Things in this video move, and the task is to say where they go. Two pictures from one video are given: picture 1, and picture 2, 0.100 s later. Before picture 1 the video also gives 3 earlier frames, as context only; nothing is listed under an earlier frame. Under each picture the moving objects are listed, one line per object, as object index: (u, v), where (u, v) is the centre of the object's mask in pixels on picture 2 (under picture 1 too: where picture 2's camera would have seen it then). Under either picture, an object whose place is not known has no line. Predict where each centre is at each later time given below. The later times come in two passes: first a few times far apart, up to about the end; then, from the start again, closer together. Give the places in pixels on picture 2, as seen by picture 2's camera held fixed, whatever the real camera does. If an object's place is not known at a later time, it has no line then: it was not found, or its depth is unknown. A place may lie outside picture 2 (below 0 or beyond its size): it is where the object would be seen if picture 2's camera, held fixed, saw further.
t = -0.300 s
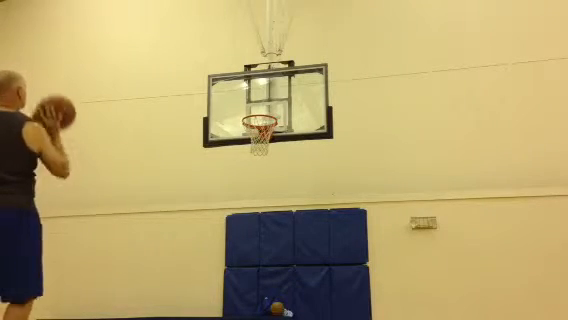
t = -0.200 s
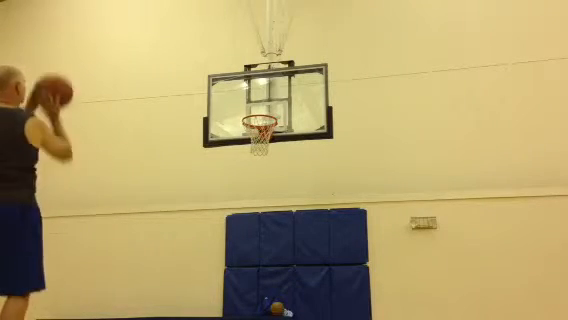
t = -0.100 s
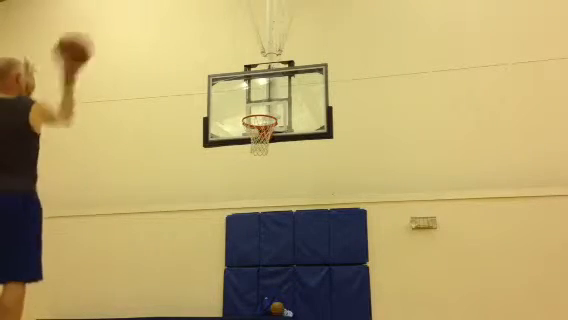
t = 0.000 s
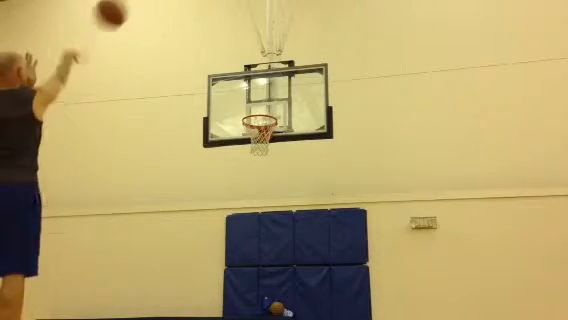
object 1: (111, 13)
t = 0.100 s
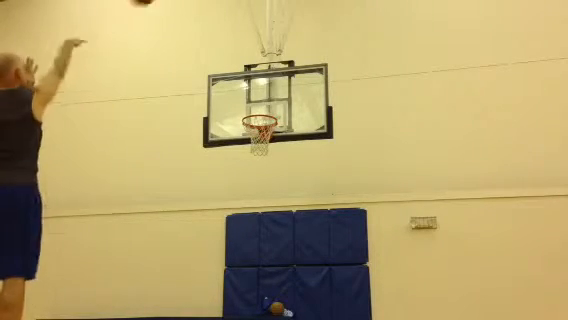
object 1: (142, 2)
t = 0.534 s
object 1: (223, 14)
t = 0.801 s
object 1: (253, 85)
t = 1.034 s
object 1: (250, 128)
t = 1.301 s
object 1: (255, 156)
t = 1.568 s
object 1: (262, 235)
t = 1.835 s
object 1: (265, 314)
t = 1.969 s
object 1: (271, 278)
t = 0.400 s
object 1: (204, 1)
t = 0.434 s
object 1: (209, 3)
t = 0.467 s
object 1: (214, 5)
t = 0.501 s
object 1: (218, 8)
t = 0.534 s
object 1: (223, 14)
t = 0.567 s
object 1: (227, 20)
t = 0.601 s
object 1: (231, 28)
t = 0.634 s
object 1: (235, 36)
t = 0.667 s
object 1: (239, 44)
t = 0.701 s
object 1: (242, 53)
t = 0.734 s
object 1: (246, 62)
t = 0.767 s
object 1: (249, 73)
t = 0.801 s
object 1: (253, 85)
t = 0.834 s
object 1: (257, 96)
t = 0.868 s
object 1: (260, 105)
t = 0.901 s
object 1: (263, 118)
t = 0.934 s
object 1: (262, 122)
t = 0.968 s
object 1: (253, 124)
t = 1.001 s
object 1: (251, 126)
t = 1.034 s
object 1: (250, 128)
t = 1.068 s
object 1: (251, 132)
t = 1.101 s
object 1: (250, 136)
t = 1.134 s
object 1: (250, 136)
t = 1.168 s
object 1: (251, 136)
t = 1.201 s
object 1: (253, 139)
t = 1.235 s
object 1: (254, 144)
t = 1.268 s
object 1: (255, 150)
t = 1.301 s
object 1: (255, 156)
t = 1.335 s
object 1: (256, 163)
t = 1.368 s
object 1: (257, 170)
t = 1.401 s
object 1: (257, 179)
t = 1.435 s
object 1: (258, 188)
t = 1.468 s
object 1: (259, 199)
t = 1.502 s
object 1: (261, 209)
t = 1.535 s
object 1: (263, 223)
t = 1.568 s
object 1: (262, 235)
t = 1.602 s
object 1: (263, 248)
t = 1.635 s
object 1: (263, 264)
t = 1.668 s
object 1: (263, 280)
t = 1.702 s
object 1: (263, 299)
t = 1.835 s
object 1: (265, 314)
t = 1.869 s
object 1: (265, 307)
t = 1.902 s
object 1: (269, 295)
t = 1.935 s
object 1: (271, 285)
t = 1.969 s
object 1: (271, 278)
